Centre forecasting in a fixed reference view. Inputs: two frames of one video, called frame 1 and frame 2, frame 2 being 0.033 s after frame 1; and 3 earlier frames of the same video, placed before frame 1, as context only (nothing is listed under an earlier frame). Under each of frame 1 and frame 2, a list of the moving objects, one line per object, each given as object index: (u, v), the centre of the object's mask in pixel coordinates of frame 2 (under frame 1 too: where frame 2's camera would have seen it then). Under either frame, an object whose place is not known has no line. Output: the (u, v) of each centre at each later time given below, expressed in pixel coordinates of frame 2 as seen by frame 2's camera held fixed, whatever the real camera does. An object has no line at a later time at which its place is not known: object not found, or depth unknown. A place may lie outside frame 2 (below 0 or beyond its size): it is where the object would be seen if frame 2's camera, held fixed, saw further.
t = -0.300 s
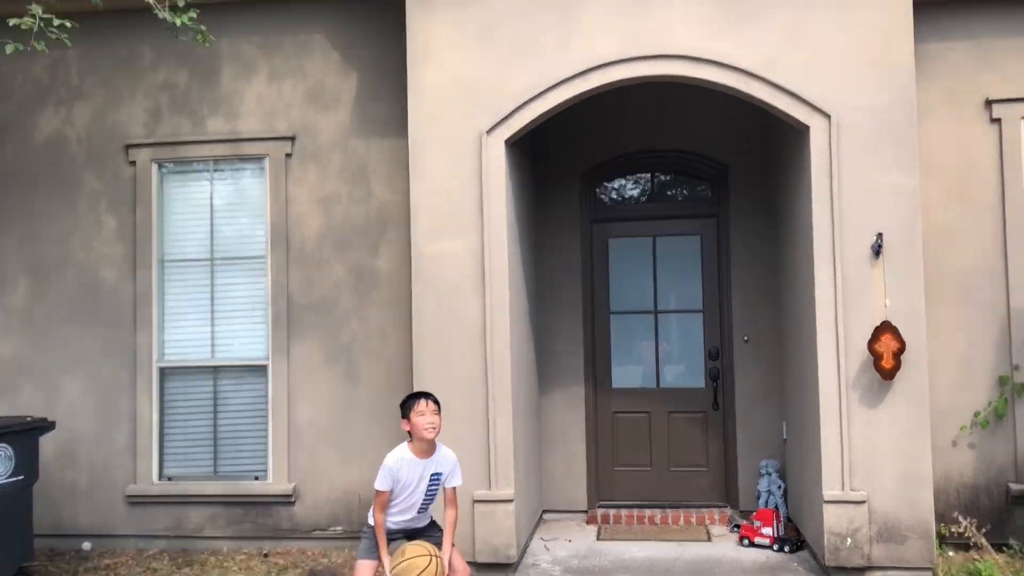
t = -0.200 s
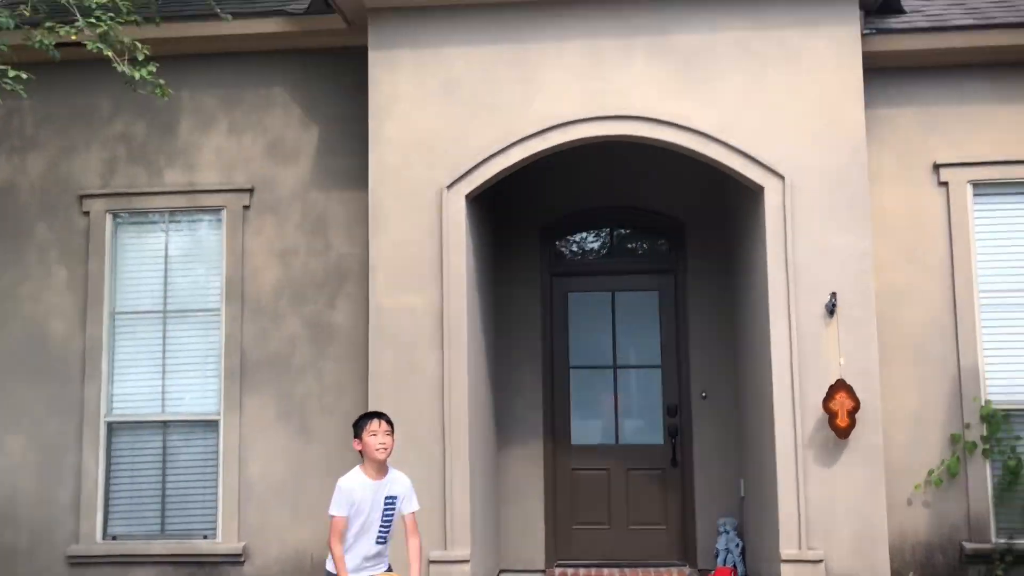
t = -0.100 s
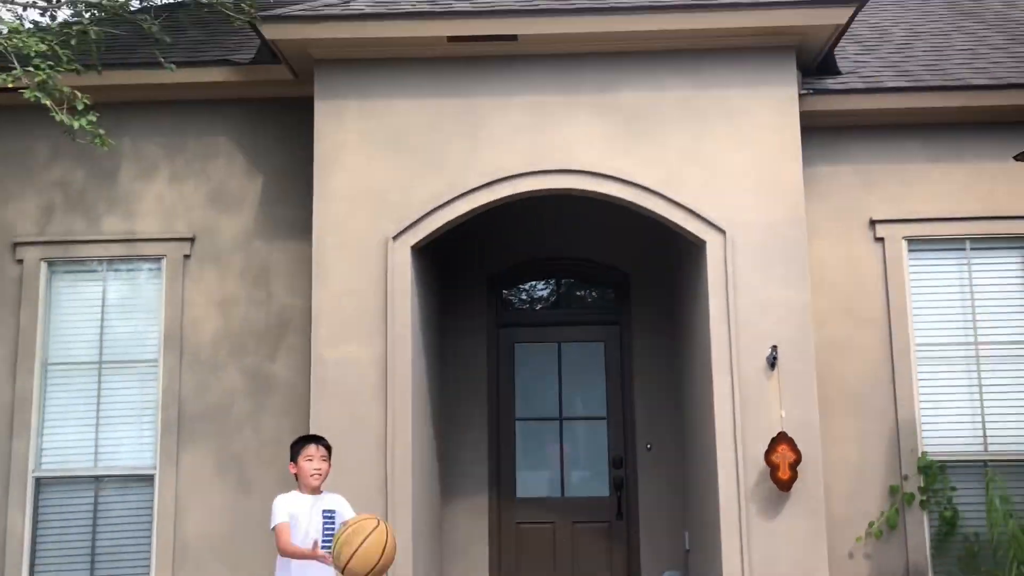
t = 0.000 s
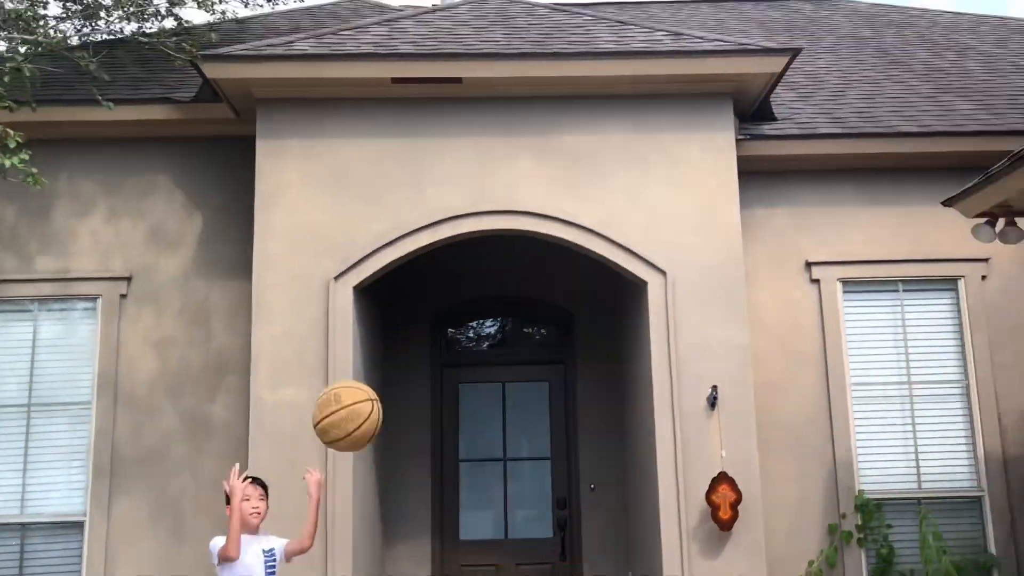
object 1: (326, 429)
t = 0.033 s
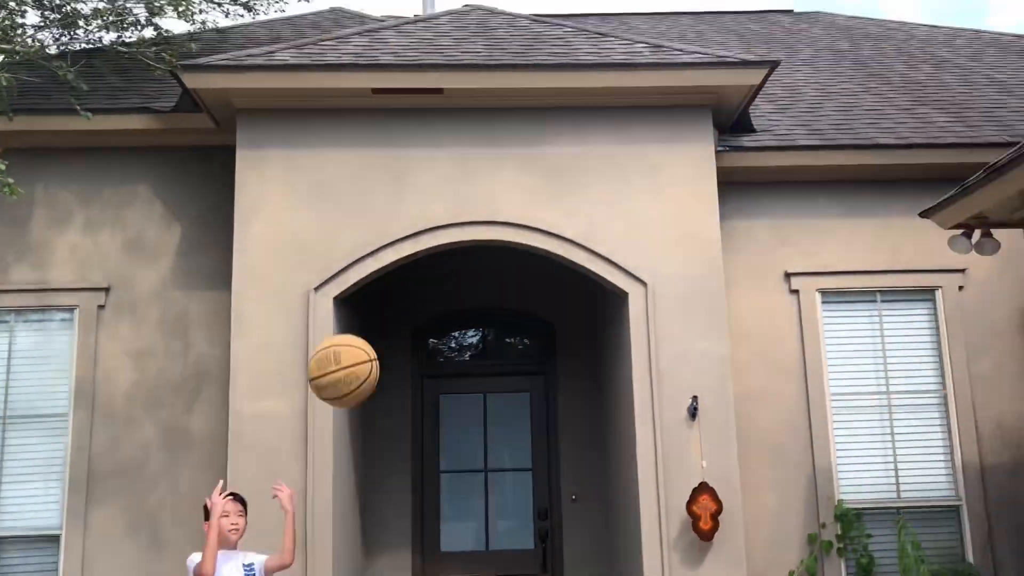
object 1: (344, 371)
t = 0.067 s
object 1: (361, 315)
